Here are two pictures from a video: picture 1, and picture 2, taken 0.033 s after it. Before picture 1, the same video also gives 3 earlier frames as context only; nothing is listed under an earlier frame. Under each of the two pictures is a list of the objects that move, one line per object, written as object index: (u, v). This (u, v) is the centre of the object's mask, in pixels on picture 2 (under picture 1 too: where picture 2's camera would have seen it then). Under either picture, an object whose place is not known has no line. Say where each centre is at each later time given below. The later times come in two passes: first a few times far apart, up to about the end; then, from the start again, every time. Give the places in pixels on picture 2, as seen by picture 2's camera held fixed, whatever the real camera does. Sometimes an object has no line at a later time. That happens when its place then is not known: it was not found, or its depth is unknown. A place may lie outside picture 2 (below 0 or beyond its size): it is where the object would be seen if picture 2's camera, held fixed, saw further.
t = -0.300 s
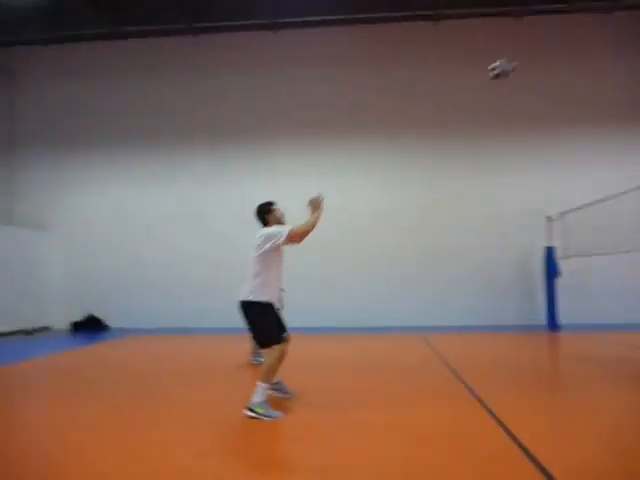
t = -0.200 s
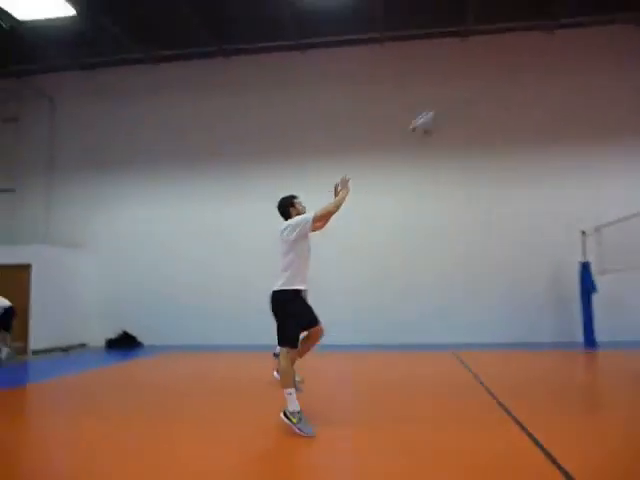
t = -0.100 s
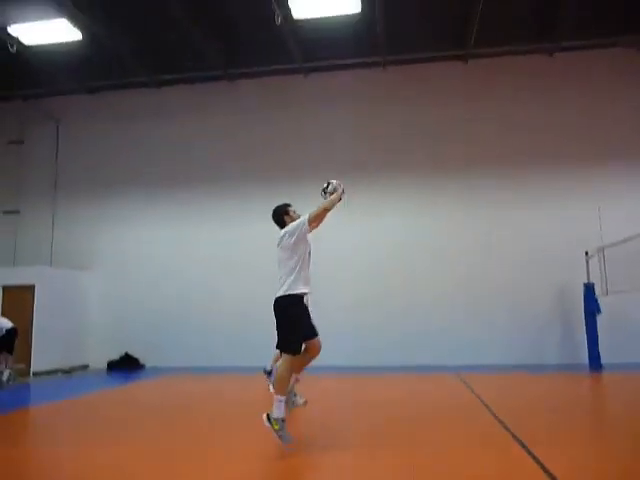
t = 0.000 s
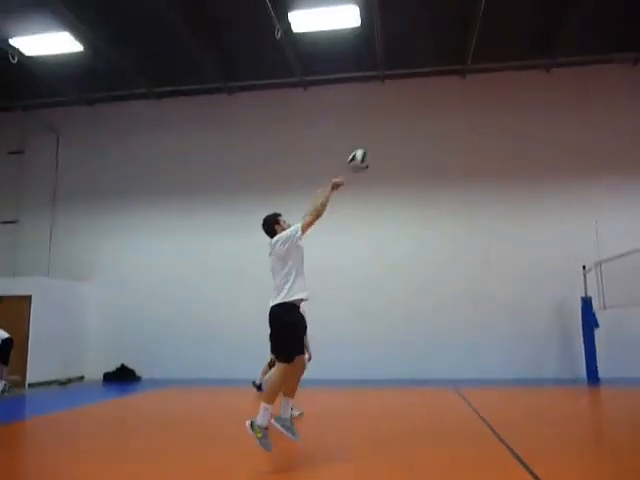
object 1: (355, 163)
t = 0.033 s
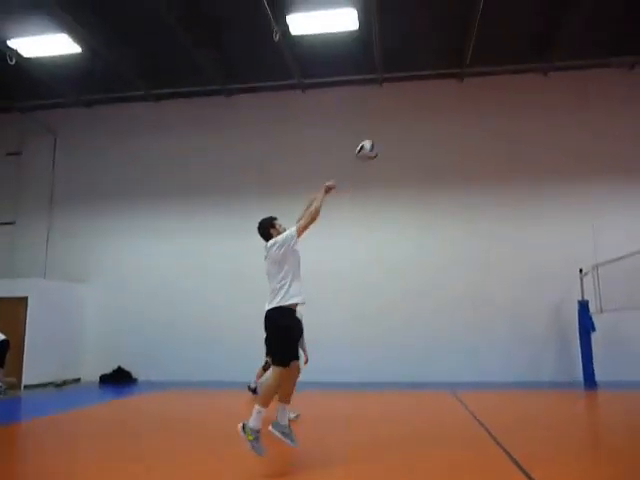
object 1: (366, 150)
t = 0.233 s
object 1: (423, 105)
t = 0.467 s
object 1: (480, 99)
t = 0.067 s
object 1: (376, 139)
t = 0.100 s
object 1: (386, 131)
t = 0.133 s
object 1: (396, 123)
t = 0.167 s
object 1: (405, 116)
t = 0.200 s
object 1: (414, 109)
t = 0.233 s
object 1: (423, 105)
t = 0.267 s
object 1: (431, 101)
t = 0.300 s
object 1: (439, 98)
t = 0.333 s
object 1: (448, 96)
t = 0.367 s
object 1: (456, 95)
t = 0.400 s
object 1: (464, 96)
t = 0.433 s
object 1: (472, 97)
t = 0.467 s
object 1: (480, 99)
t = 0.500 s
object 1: (488, 102)
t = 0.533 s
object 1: (495, 106)
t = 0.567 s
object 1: (503, 111)
